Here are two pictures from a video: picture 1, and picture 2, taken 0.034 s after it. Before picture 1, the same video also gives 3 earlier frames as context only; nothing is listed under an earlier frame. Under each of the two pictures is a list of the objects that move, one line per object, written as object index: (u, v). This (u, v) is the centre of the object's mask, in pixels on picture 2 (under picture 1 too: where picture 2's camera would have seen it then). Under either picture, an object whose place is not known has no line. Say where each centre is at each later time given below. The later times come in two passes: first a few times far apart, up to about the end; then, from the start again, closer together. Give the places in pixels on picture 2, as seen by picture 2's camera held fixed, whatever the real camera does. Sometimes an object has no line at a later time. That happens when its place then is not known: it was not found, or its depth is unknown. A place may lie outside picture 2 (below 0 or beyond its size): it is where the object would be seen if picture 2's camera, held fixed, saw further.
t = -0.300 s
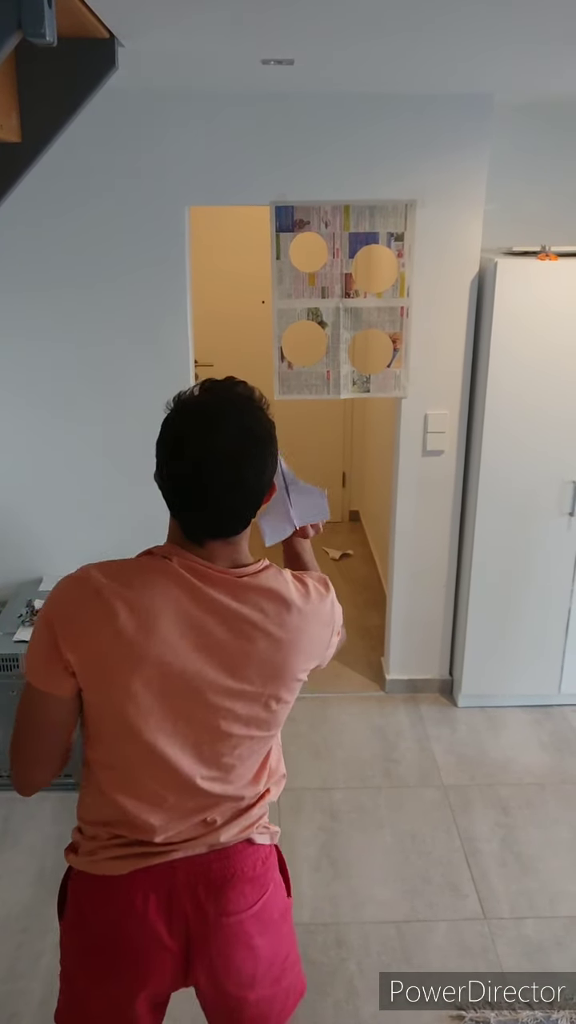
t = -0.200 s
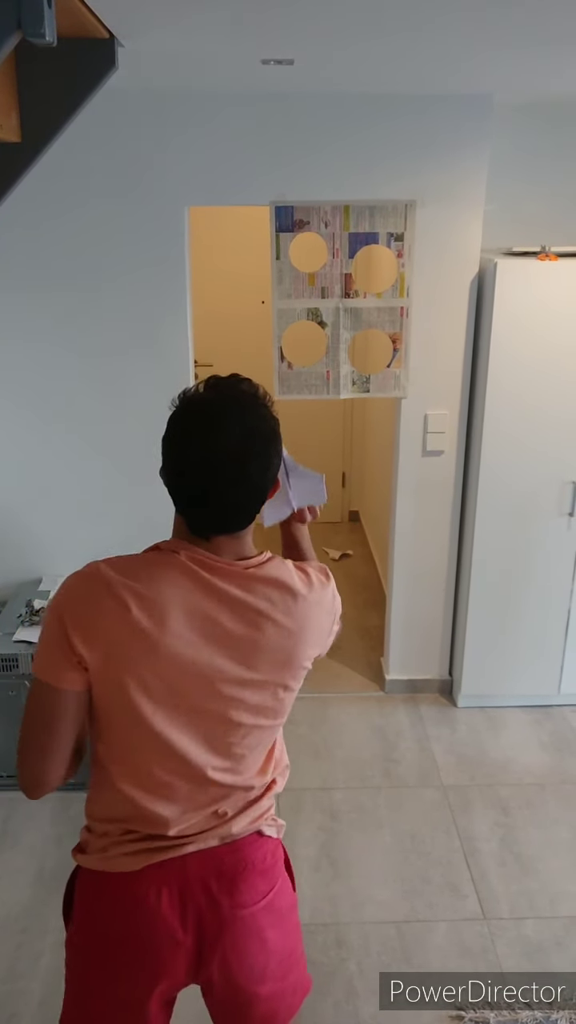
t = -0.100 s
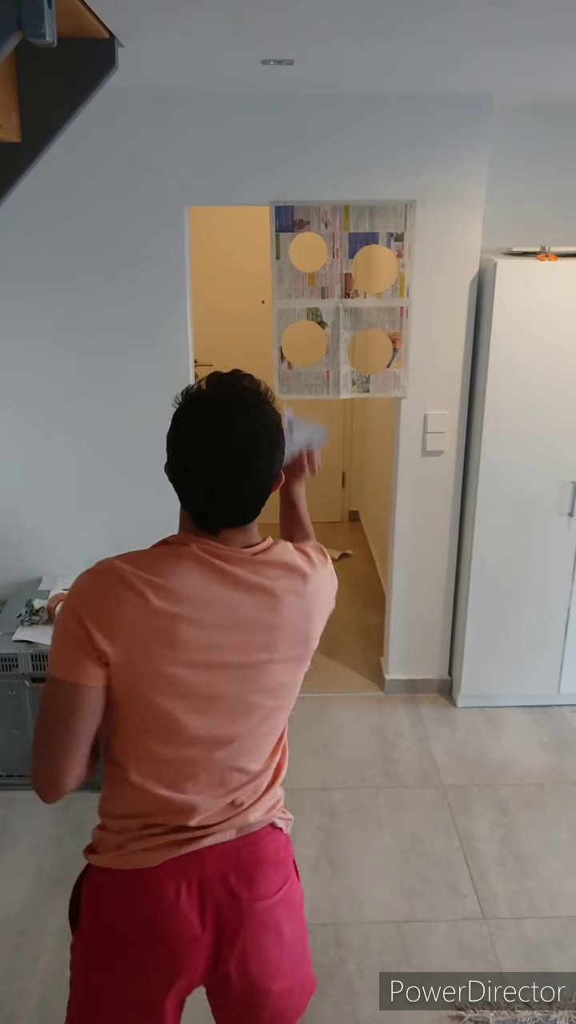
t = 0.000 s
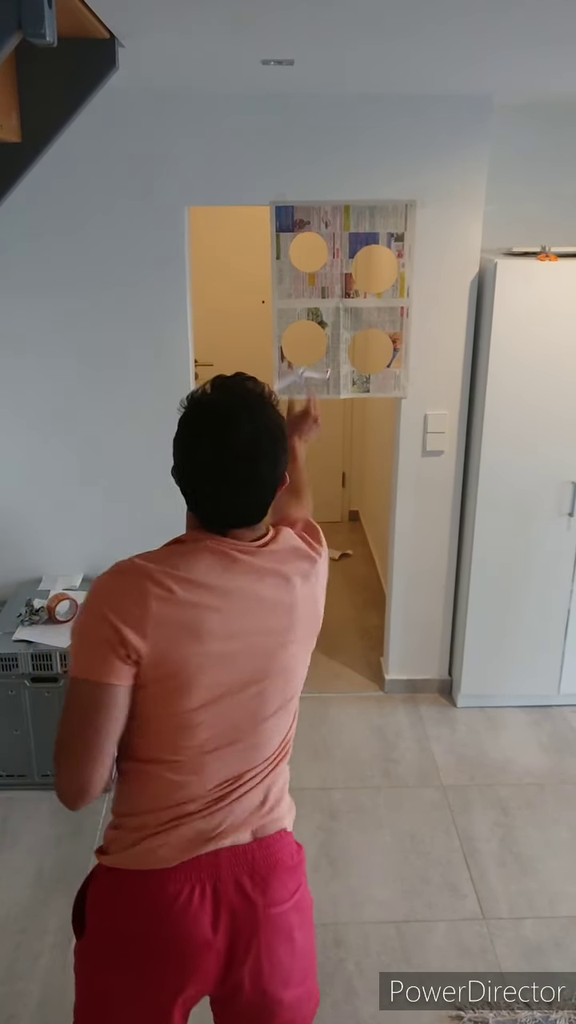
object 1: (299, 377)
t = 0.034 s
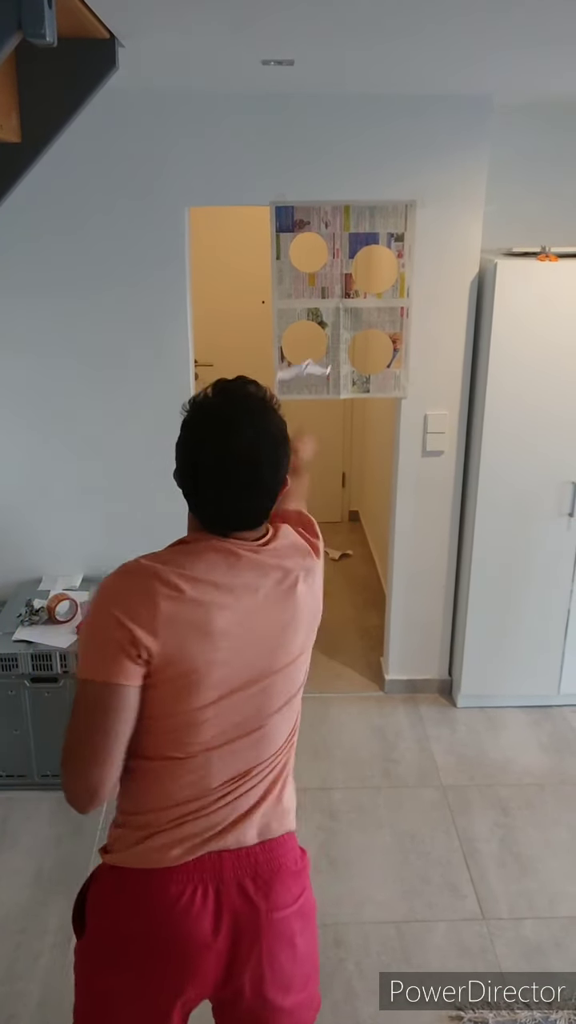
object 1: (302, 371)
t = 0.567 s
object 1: (339, 448)
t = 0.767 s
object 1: (338, 562)
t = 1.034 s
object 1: (414, 763)
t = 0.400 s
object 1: (345, 375)
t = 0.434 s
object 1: (344, 380)
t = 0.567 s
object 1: (339, 448)
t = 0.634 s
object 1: (332, 473)
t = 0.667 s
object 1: (328, 490)
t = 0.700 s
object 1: (328, 514)
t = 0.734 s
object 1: (331, 538)
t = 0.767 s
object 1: (338, 562)
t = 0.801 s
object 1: (347, 587)
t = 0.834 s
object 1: (358, 613)
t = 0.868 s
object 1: (368, 640)
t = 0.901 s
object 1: (378, 669)
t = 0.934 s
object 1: (390, 698)
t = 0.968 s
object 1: (400, 730)
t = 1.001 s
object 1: (408, 755)
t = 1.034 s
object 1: (414, 763)
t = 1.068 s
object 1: (421, 771)
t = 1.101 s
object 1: (429, 779)
